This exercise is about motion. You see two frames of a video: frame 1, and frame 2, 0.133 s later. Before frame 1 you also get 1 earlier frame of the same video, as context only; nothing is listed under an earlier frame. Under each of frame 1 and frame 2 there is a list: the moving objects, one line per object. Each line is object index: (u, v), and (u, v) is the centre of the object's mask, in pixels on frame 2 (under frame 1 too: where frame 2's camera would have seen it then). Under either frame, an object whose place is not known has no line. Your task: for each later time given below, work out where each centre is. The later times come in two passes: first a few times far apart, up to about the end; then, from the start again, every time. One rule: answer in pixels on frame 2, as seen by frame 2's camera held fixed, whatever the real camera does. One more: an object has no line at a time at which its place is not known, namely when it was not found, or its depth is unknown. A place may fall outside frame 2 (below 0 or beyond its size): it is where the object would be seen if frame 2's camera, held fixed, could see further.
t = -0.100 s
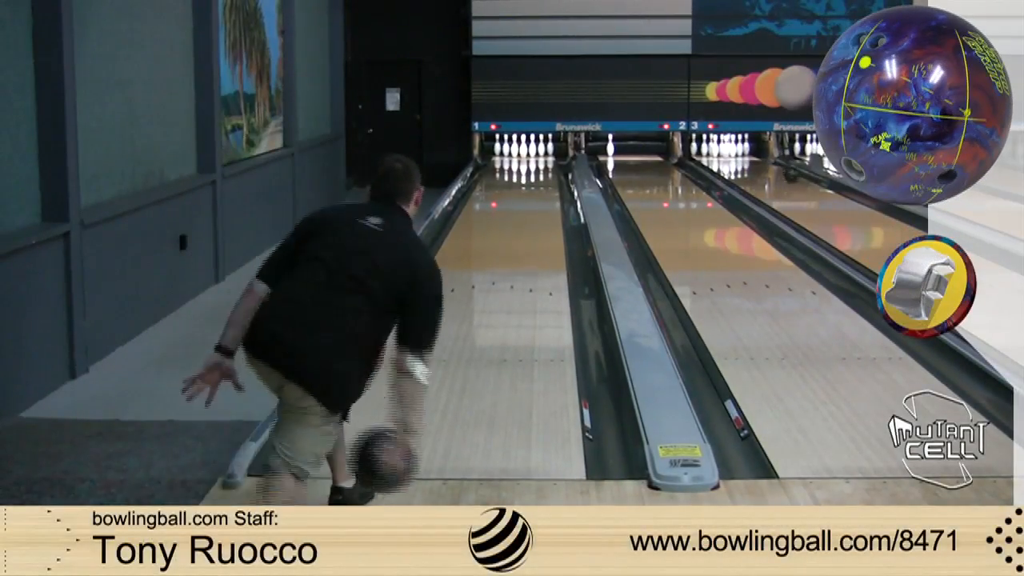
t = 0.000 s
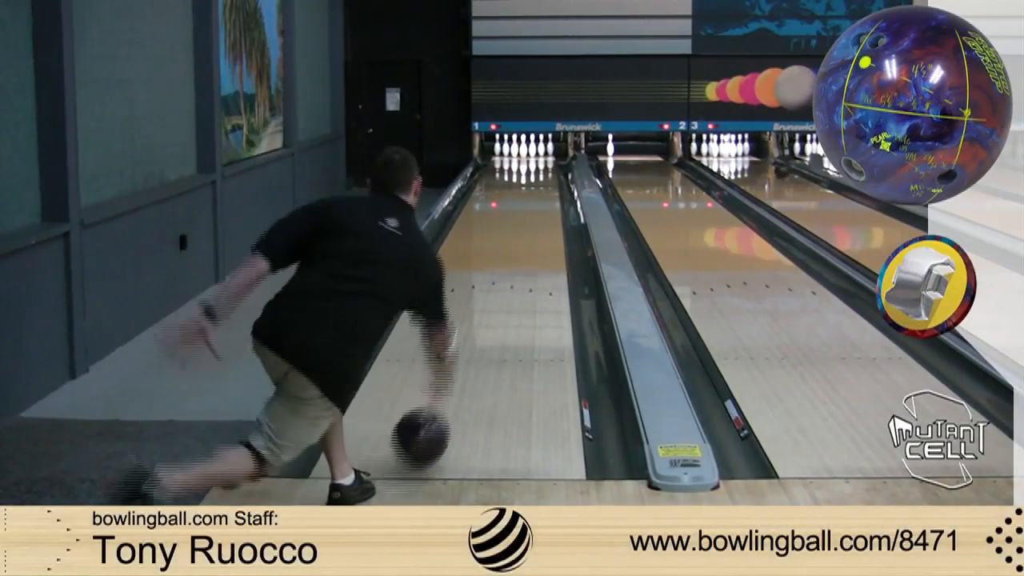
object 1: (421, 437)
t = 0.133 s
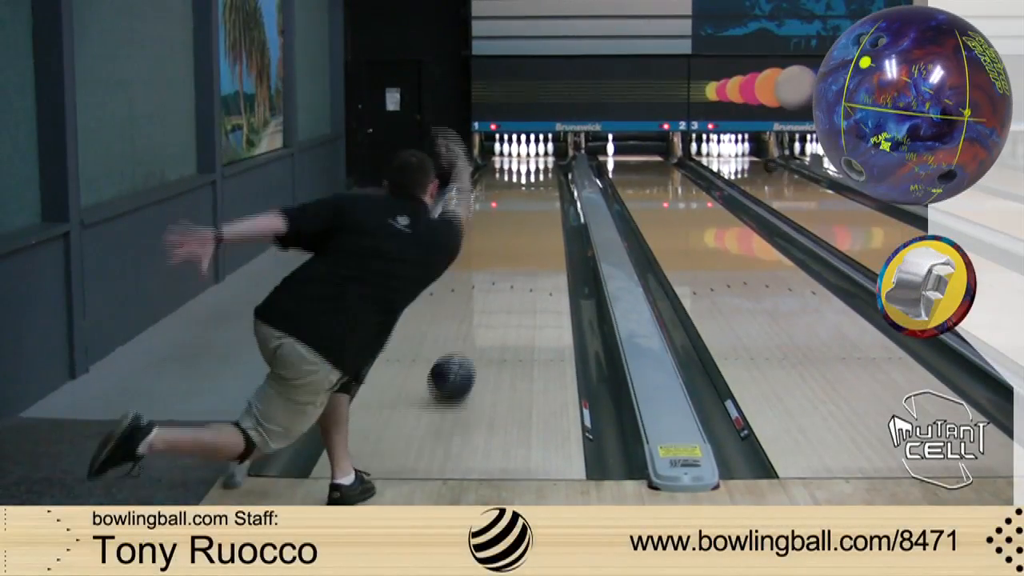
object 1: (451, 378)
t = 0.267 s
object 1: (472, 334)
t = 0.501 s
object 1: (498, 280)
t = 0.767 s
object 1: (515, 240)
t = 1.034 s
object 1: (527, 212)
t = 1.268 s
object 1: (533, 195)
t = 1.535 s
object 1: (538, 180)
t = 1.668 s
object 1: (540, 174)
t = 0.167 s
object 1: (457, 364)
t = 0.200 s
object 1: (463, 354)
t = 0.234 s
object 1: (468, 344)
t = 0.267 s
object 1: (472, 334)
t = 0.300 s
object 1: (476, 324)
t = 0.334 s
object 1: (481, 315)
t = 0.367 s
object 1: (485, 307)
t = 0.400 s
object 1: (488, 300)
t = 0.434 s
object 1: (492, 292)
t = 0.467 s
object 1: (495, 286)
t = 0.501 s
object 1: (498, 280)
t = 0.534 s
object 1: (503, 275)
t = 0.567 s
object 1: (505, 268)
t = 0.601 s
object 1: (506, 263)
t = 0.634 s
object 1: (508, 258)
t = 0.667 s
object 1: (510, 253)
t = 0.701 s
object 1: (512, 248)
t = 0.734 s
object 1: (513, 244)
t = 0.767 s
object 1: (515, 240)
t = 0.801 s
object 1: (517, 236)
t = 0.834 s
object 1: (519, 232)
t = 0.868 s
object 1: (520, 228)
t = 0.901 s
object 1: (522, 225)
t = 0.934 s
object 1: (523, 222)
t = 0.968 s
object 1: (524, 218)
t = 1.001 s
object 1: (526, 215)
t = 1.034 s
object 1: (527, 212)
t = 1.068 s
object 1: (528, 210)
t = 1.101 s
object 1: (529, 207)
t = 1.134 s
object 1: (530, 204)
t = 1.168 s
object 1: (531, 202)
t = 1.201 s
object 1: (532, 200)
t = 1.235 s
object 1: (533, 197)
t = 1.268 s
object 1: (533, 195)
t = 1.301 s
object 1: (534, 193)
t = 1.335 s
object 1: (535, 191)
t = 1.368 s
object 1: (536, 189)
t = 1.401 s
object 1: (536, 187)
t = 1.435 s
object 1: (537, 185)
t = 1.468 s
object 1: (538, 183)
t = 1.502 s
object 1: (538, 182)
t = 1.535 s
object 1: (538, 180)
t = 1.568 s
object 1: (539, 179)
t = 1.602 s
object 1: (540, 176)
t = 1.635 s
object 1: (540, 175)
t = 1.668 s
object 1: (540, 174)
